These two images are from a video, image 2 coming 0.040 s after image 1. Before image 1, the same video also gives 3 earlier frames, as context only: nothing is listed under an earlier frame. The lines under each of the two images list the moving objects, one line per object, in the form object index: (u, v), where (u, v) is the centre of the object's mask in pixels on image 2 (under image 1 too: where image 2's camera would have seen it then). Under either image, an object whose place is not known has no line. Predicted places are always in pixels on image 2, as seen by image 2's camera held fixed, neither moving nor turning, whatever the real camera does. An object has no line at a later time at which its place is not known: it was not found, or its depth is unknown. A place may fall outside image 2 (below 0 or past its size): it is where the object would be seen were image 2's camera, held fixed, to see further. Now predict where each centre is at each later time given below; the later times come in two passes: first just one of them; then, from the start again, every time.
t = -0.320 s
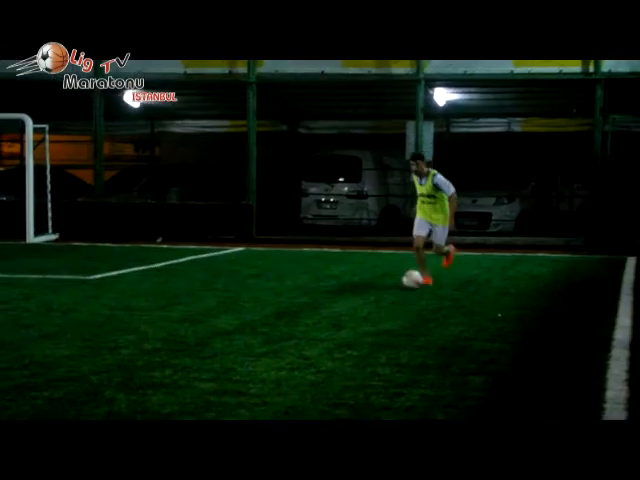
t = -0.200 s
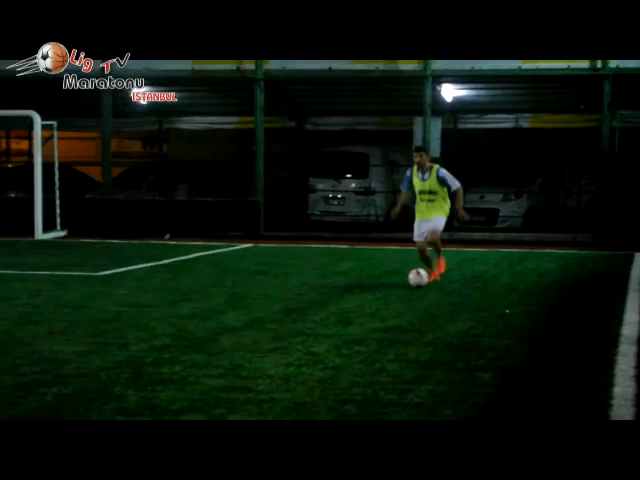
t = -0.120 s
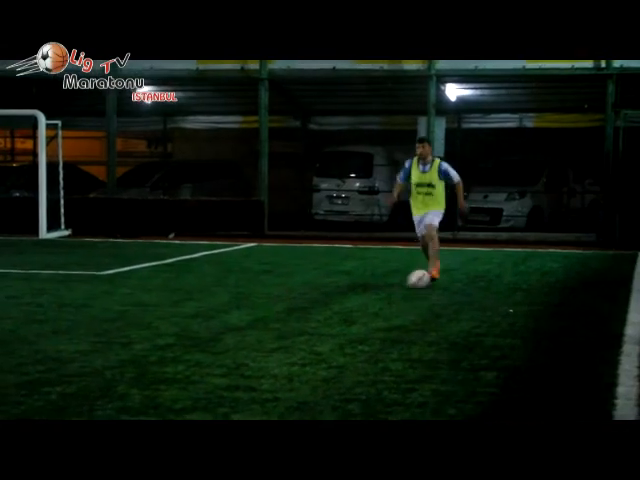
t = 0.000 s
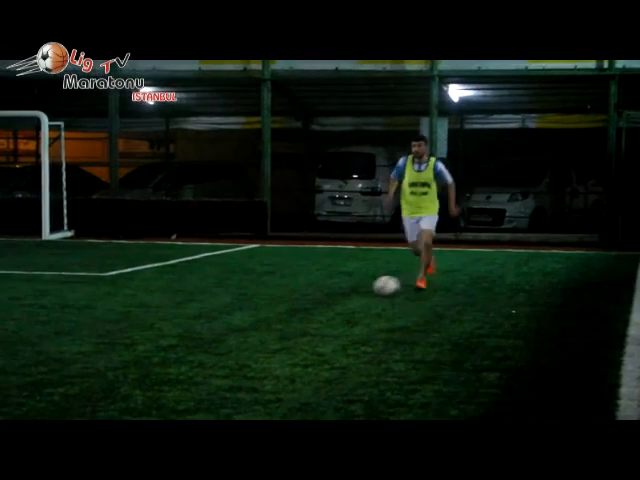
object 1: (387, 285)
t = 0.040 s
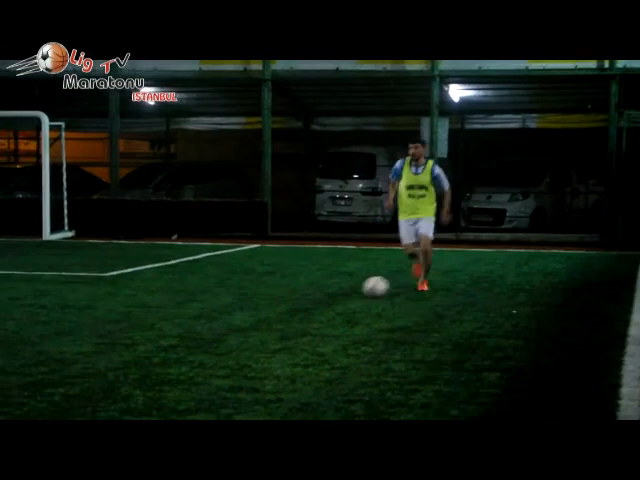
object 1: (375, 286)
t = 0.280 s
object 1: (312, 297)
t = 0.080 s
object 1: (365, 288)
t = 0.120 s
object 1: (353, 290)
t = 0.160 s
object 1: (342, 292)
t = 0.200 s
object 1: (333, 292)
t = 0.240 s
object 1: (323, 294)
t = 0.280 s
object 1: (312, 297)
